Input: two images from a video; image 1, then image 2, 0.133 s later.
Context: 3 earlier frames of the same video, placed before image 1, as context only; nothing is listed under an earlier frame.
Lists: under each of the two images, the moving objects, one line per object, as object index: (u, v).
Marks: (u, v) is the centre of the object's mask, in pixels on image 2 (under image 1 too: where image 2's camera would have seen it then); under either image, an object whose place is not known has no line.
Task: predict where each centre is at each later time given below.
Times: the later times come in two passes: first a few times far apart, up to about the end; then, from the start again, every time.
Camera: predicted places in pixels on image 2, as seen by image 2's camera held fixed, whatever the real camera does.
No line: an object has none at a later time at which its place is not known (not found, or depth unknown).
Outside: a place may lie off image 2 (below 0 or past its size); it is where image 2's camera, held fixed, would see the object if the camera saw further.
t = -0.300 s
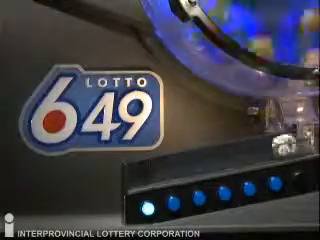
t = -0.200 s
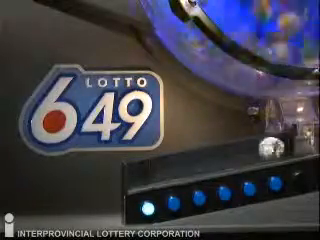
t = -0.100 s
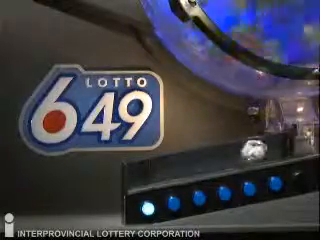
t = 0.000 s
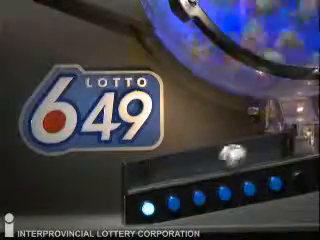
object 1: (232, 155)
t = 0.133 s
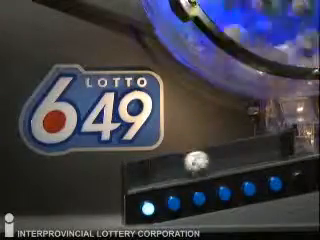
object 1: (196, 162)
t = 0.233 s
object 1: (163, 168)
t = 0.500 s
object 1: (180, 166)
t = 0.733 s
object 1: (194, 165)
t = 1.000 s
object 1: (168, 168)
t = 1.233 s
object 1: (153, 171)
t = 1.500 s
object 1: (161, 170)
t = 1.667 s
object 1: (148, 172)
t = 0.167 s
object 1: (185, 165)
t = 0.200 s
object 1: (174, 167)
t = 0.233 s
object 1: (163, 168)
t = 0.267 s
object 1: (150, 172)
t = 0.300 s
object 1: (141, 174)
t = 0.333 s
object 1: (150, 172)
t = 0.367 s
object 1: (157, 170)
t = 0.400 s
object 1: (165, 169)
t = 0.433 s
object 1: (171, 169)
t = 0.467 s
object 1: (176, 167)
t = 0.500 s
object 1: (180, 166)
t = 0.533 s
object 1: (185, 166)
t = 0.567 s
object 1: (188, 166)
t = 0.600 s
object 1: (191, 165)
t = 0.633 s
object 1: (193, 165)
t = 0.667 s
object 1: (194, 165)
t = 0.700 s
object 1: (194, 164)
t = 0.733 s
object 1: (194, 165)
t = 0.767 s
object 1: (194, 165)
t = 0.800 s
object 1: (192, 165)
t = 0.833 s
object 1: (190, 165)
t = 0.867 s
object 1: (187, 166)
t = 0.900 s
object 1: (183, 166)
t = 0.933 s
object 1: (178, 166)
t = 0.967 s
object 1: (174, 168)
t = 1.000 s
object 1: (168, 168)
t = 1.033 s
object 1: (162, 169)
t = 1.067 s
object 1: (157, 169)
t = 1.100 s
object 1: (149, 171)
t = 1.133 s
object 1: (141, 172)
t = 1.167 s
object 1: (144, 174)
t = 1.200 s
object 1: (149, 172)
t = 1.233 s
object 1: (153, 171)
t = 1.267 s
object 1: (156, 171)
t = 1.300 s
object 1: (158, 170)
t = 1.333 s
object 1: (160, 171)
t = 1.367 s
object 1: (161, 170)
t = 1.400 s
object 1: (163, 170)
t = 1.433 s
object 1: (163, 170)
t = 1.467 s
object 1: (162, 170)
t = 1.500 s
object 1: (161, 170)
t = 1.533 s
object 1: (160, 170)
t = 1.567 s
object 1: (159, 171)
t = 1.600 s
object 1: (156, 171)
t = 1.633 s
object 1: (152, 172)
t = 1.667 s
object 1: (148, 172)
